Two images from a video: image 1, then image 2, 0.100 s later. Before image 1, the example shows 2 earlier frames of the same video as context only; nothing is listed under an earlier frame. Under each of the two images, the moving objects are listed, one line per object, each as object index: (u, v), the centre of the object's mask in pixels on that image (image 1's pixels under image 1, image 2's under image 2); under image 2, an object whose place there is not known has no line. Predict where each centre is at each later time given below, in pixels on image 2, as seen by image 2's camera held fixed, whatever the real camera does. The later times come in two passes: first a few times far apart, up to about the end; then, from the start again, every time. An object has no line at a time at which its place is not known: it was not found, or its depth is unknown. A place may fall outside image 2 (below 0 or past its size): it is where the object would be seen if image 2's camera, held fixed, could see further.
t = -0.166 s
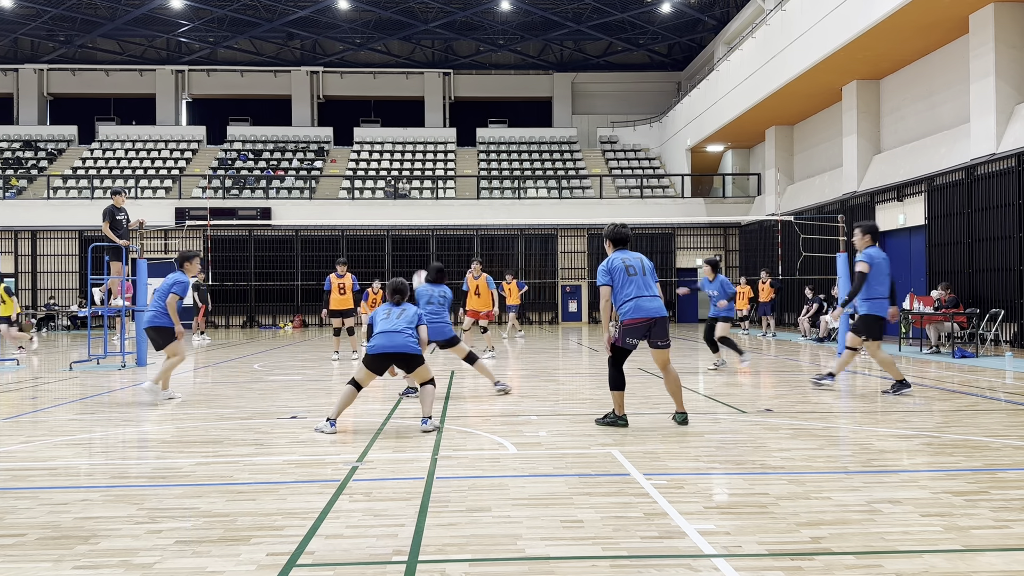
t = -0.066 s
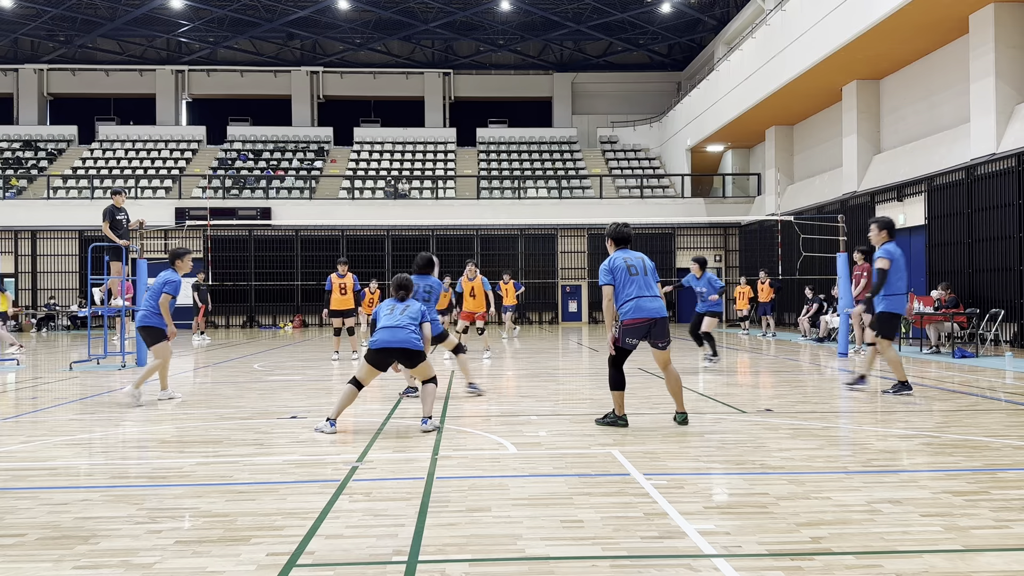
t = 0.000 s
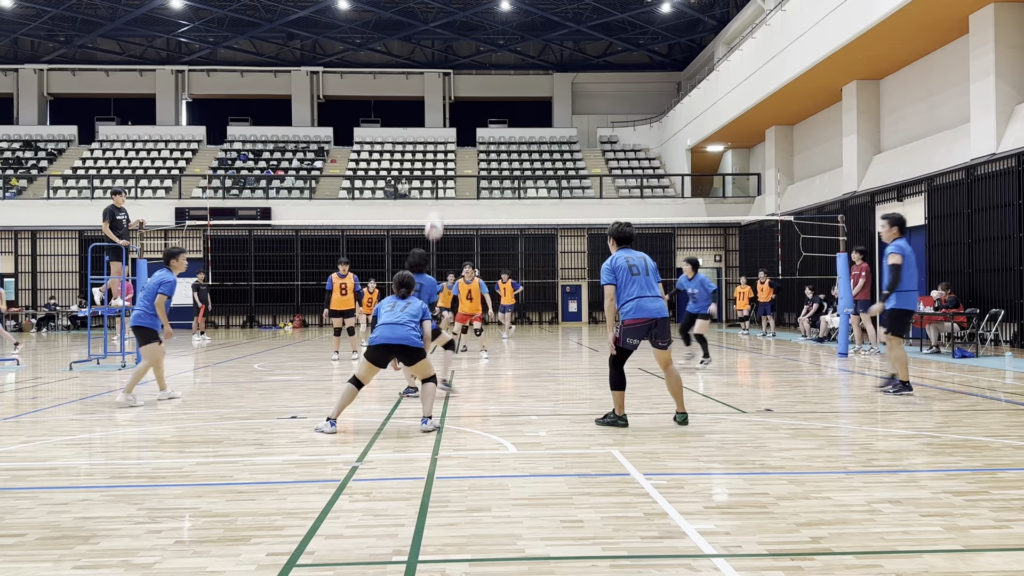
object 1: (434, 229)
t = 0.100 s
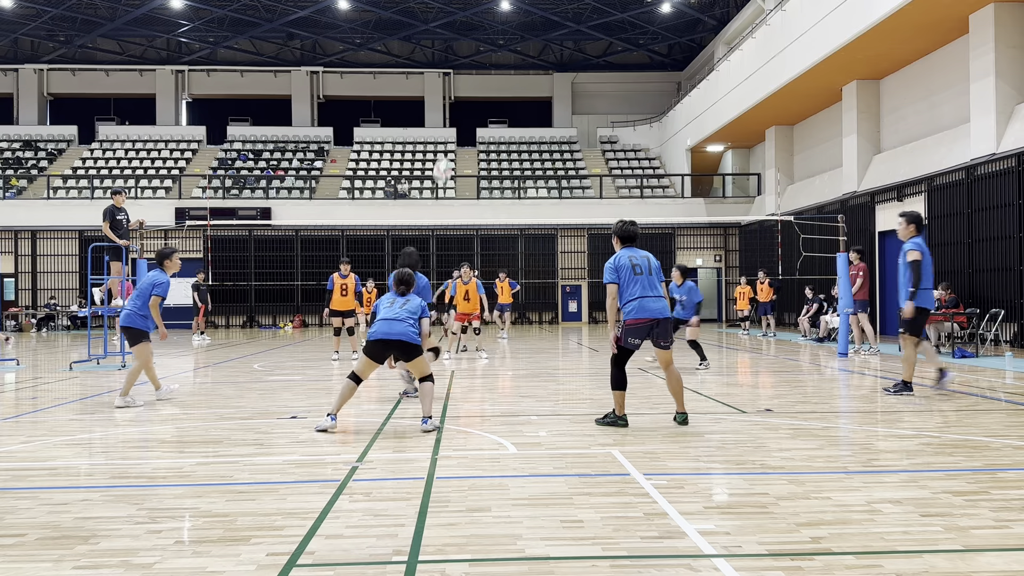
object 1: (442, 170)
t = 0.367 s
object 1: (464, 78)
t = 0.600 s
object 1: (481, 51)
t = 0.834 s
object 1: (497, 64)
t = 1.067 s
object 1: (512, 111)
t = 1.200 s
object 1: (520, 151)
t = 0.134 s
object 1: (445, 153)
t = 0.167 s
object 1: (448, 140)
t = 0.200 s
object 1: (451, 127)
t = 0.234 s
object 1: (453, 115)
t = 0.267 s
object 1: (456, 104)
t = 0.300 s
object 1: (458, 95)
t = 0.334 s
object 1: (461, 86)
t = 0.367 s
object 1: (464, 78)
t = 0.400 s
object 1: (466, 71)
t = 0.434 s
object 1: (469, 66)
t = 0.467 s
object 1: (471, 61)
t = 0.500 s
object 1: (474, 57)
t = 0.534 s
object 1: (476, 54)
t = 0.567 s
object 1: (479, 52)
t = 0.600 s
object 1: (481, 51)
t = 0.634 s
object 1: (484, 50)
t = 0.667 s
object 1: (486, 51)
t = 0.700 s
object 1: (488, 52)
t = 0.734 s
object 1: (490, 54)
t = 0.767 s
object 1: (493, 56)
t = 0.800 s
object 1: (495, 60)
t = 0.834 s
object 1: (497, 64)
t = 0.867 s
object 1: (499, 69)
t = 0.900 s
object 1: (502, 74)
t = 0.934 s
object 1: (504, 80)
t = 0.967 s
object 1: (506, 87)
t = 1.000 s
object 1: (508, 95)
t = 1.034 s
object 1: (510, 103)
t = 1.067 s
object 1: (512, 111)
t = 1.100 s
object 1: (514, 119)
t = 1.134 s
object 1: (516, 129)
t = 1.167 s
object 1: (518, 140)
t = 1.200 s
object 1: (520, 151)
